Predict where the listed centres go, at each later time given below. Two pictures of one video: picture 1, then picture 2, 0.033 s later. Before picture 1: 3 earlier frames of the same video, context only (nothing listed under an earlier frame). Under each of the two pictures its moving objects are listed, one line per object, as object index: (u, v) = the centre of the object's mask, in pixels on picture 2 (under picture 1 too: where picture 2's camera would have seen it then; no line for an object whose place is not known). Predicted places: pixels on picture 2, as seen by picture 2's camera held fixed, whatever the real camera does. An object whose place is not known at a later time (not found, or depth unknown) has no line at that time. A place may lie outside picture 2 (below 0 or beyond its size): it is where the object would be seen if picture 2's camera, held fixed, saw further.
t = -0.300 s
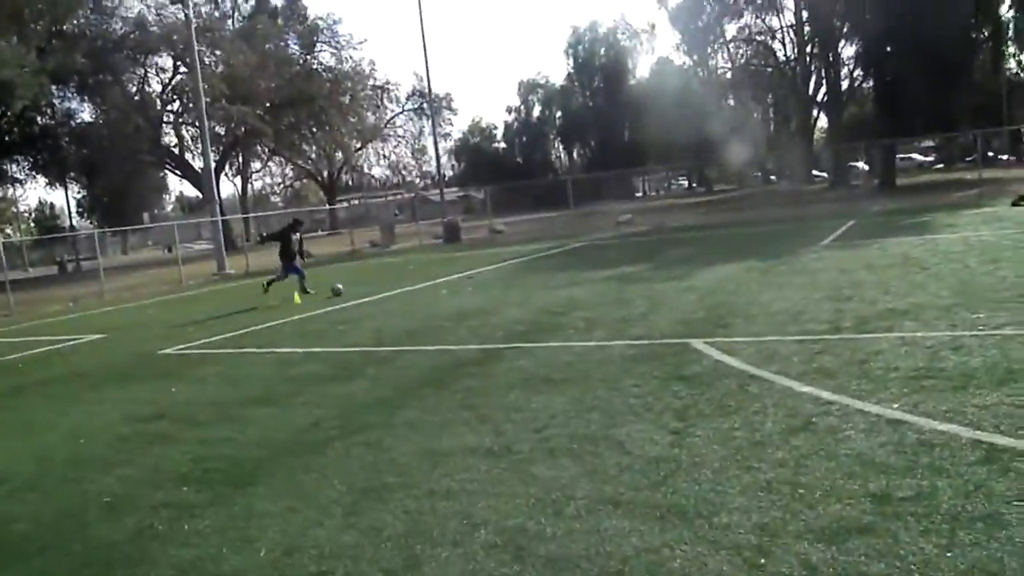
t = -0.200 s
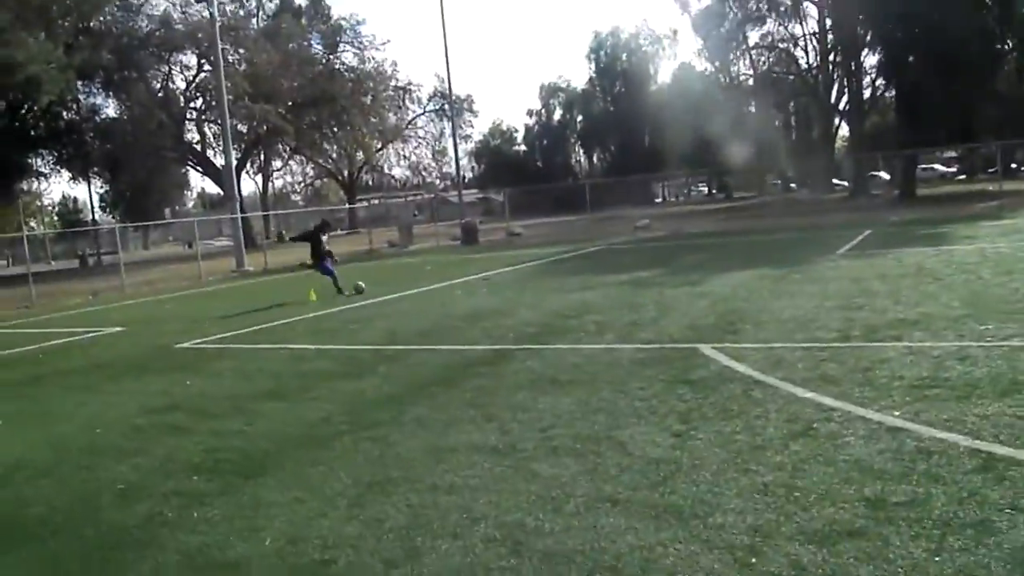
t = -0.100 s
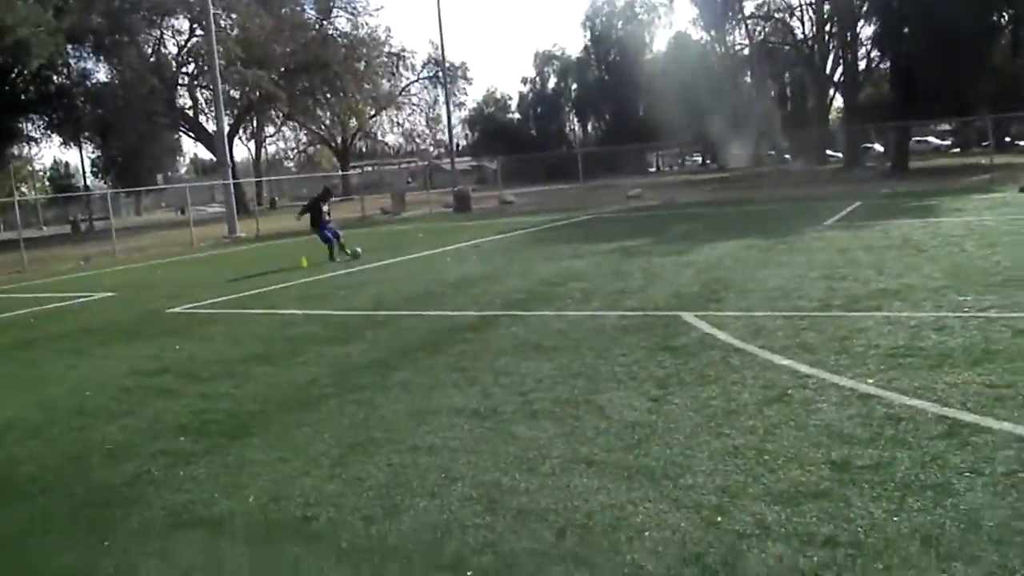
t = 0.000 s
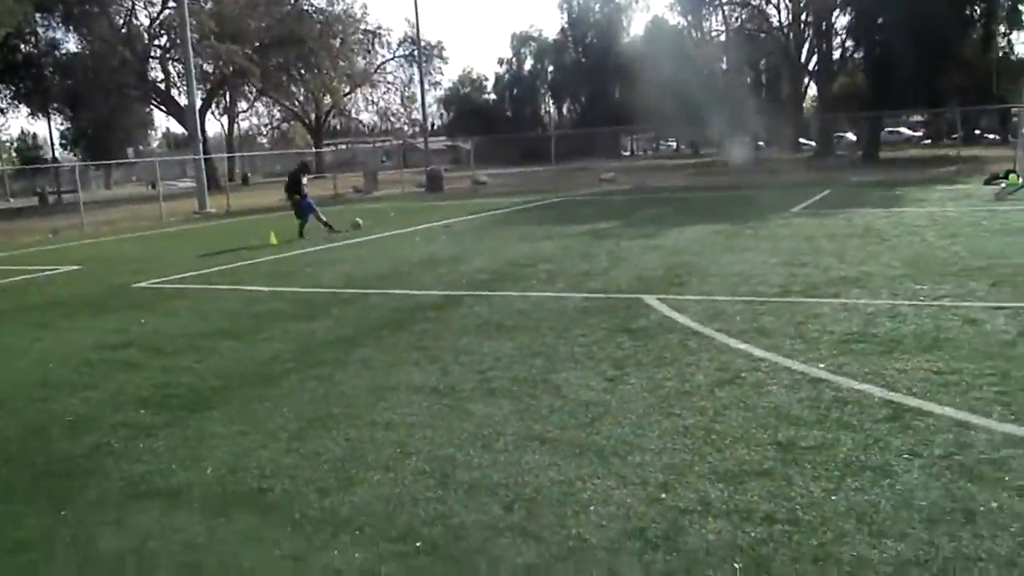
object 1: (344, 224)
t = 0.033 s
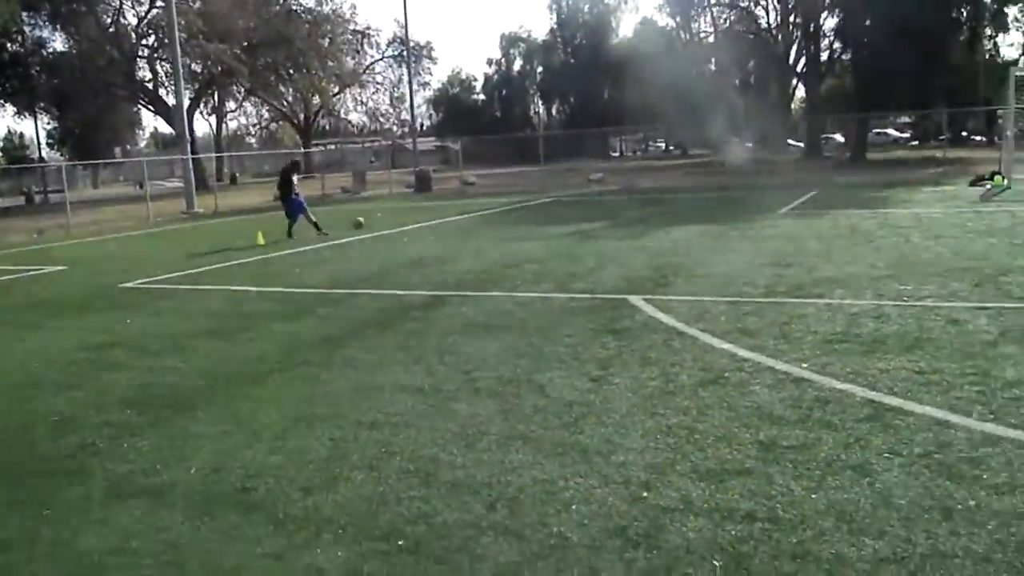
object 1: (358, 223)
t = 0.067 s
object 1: (372, 221)
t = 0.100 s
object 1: (386, 220)
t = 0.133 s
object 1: (402, 219)
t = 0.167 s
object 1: (418, 219)
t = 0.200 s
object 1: (435, 221)
